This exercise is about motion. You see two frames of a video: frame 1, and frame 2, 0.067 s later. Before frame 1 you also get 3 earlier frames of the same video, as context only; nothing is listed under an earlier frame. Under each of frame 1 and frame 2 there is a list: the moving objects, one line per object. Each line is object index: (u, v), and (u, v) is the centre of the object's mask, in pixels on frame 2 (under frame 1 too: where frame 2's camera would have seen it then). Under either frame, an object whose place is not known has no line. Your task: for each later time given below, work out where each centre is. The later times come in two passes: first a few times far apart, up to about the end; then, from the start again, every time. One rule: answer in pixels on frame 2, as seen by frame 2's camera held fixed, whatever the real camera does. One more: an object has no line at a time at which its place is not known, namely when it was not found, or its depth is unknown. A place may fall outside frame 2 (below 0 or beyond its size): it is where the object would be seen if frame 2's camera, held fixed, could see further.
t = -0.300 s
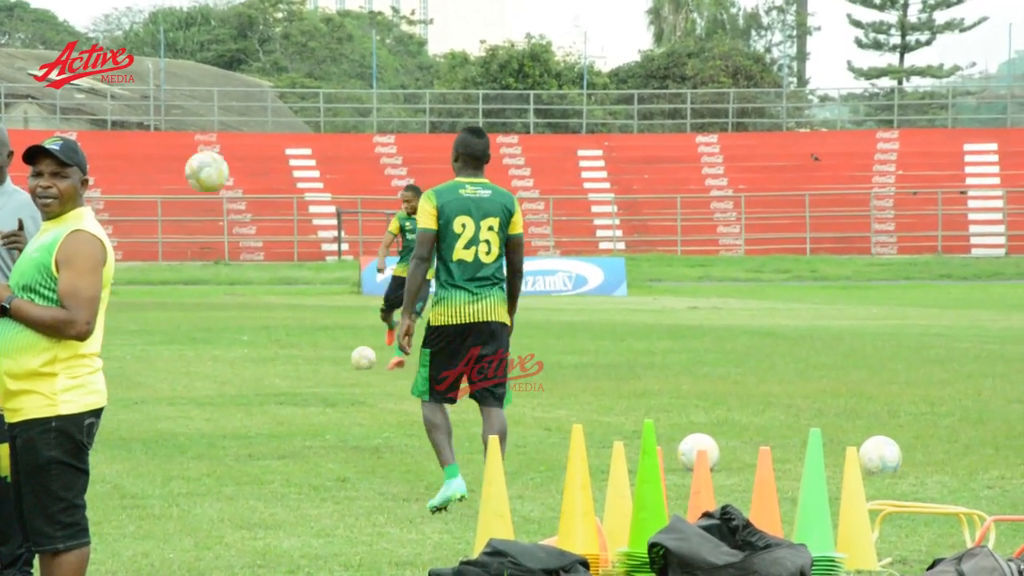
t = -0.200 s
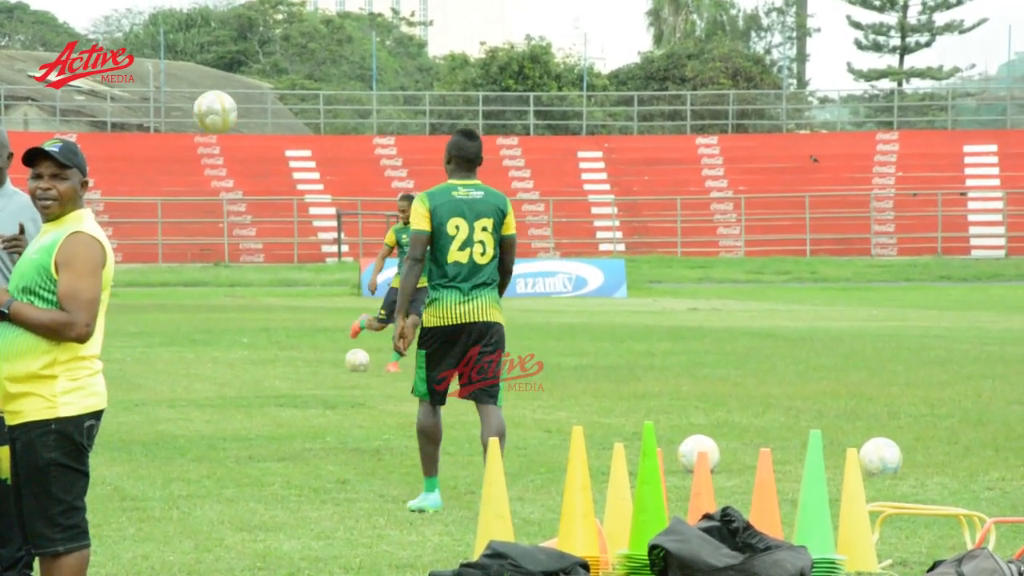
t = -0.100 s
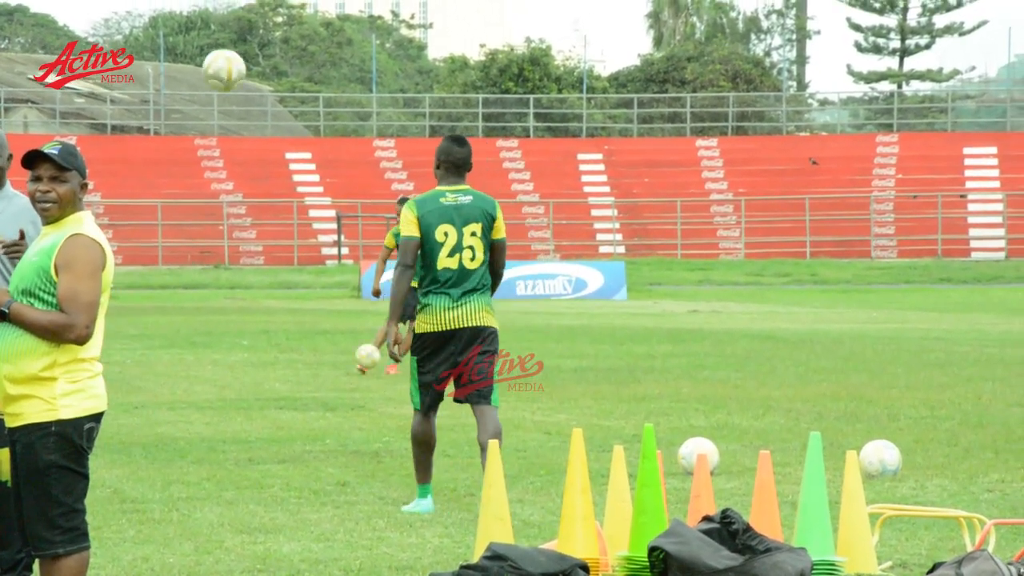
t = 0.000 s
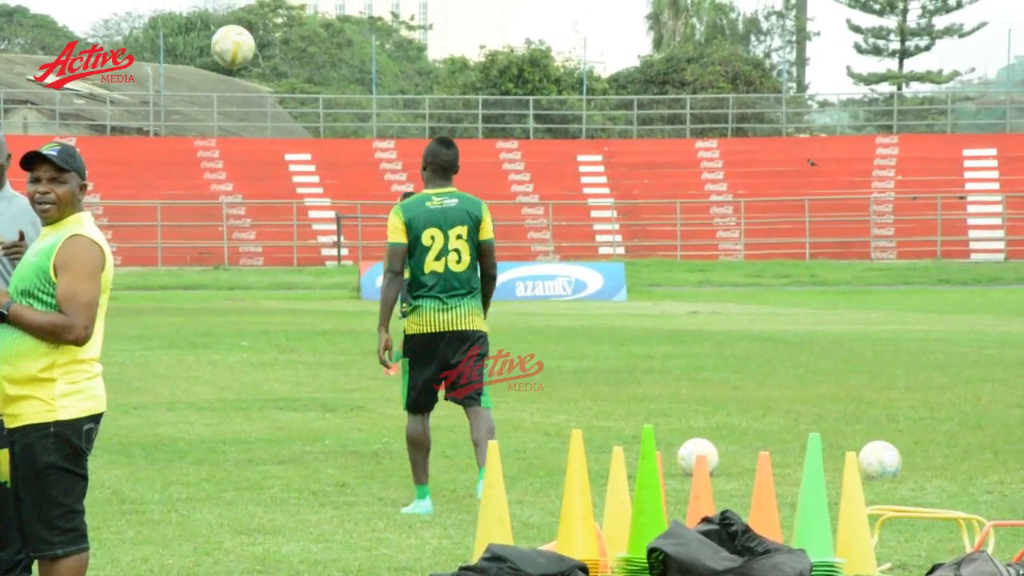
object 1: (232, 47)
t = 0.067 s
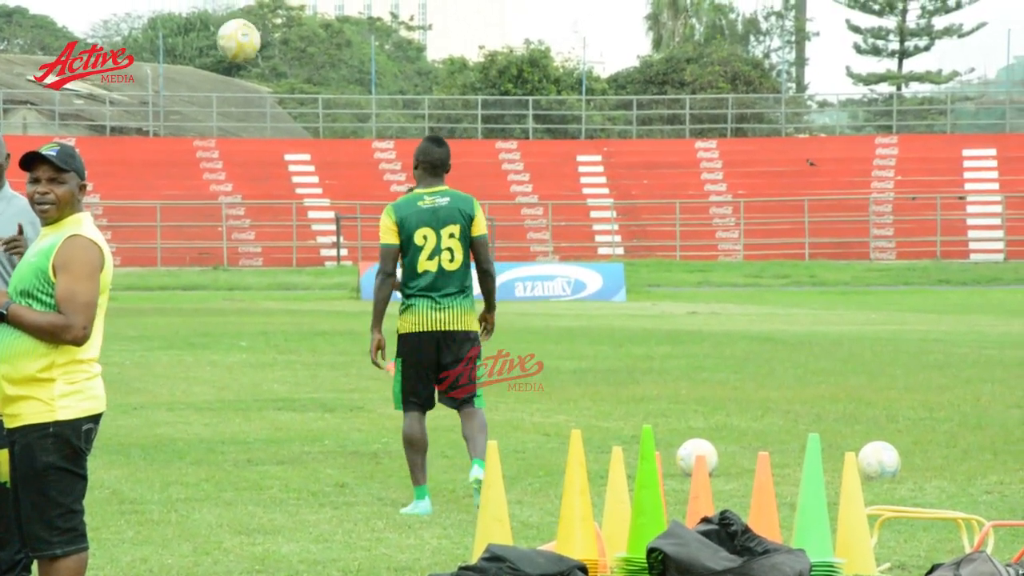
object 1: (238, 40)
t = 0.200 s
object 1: (251, 54)
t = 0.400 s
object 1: (271, 139)
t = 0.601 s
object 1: (289, 304)
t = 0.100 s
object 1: (241, 41)
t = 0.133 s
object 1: (245, 43)
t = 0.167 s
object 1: (248, 47)
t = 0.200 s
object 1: (251, 54)
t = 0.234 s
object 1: (254, 63)
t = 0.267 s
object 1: (258, 73)
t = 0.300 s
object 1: (261, 86)
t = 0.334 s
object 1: (264, 101)
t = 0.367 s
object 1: (267, 119)
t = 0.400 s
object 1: (271, 139)
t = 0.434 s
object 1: (274, 161)
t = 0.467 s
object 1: (277, 185)
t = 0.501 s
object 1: (280, 212)
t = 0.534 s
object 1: (283, 240)
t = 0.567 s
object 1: (286, 270)
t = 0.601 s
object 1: (289, 304)
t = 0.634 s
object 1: (291, 339)
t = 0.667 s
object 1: (294, 376)
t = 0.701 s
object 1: (297, 415)
